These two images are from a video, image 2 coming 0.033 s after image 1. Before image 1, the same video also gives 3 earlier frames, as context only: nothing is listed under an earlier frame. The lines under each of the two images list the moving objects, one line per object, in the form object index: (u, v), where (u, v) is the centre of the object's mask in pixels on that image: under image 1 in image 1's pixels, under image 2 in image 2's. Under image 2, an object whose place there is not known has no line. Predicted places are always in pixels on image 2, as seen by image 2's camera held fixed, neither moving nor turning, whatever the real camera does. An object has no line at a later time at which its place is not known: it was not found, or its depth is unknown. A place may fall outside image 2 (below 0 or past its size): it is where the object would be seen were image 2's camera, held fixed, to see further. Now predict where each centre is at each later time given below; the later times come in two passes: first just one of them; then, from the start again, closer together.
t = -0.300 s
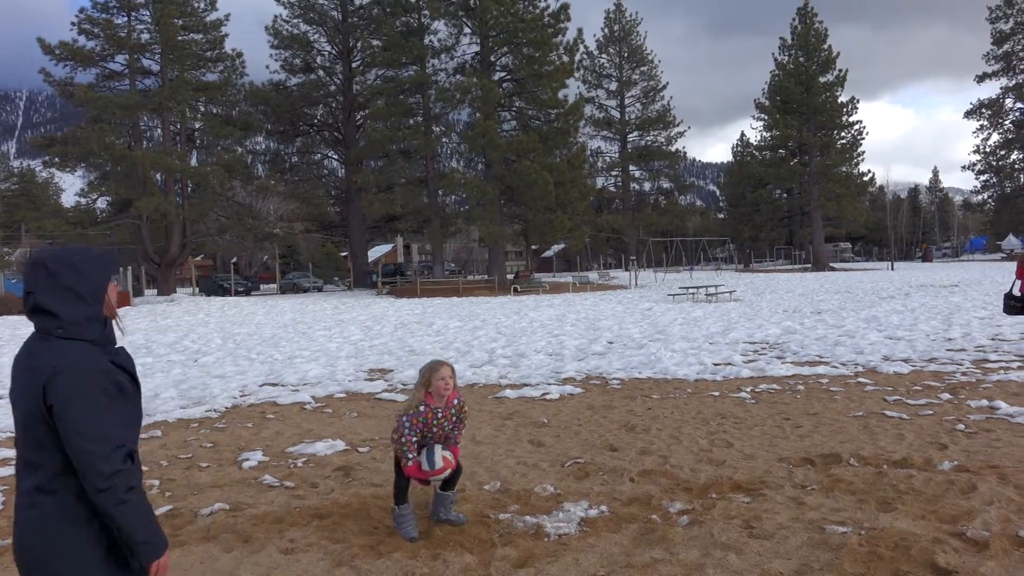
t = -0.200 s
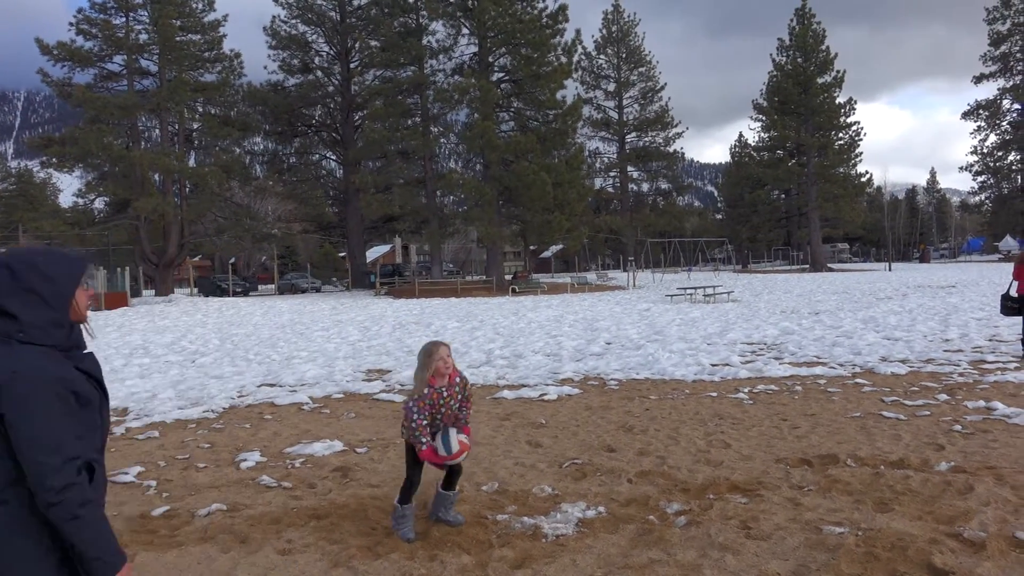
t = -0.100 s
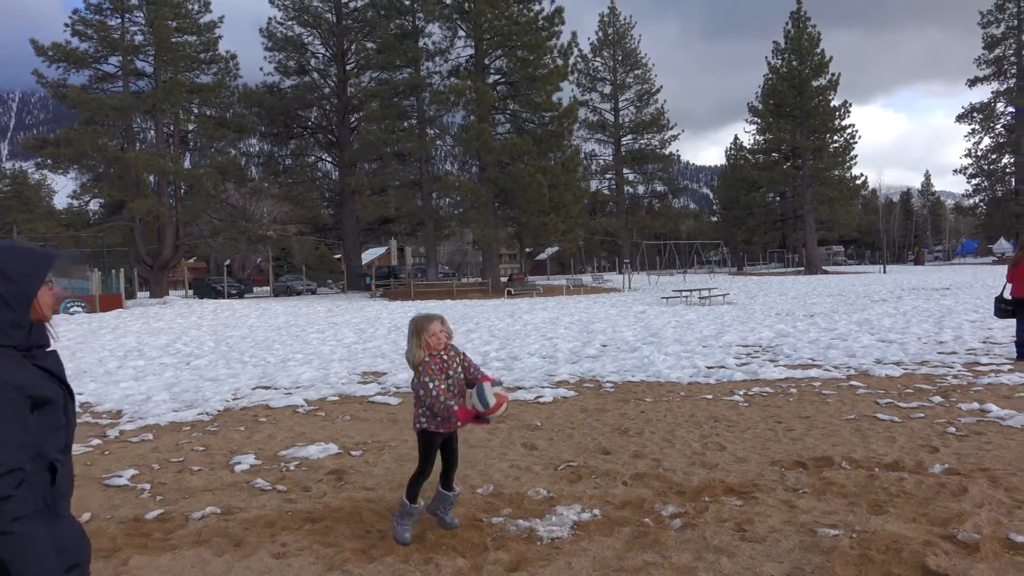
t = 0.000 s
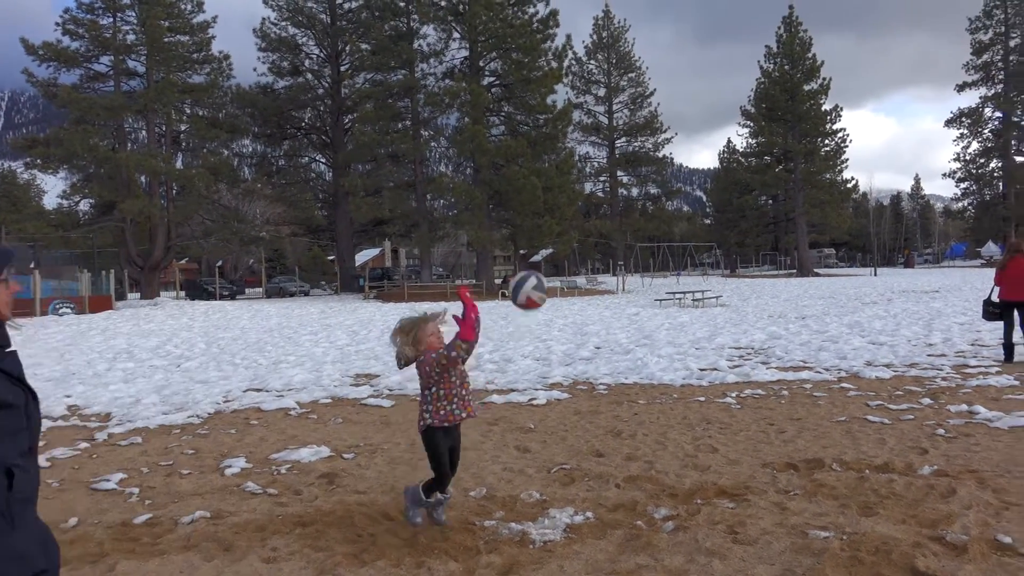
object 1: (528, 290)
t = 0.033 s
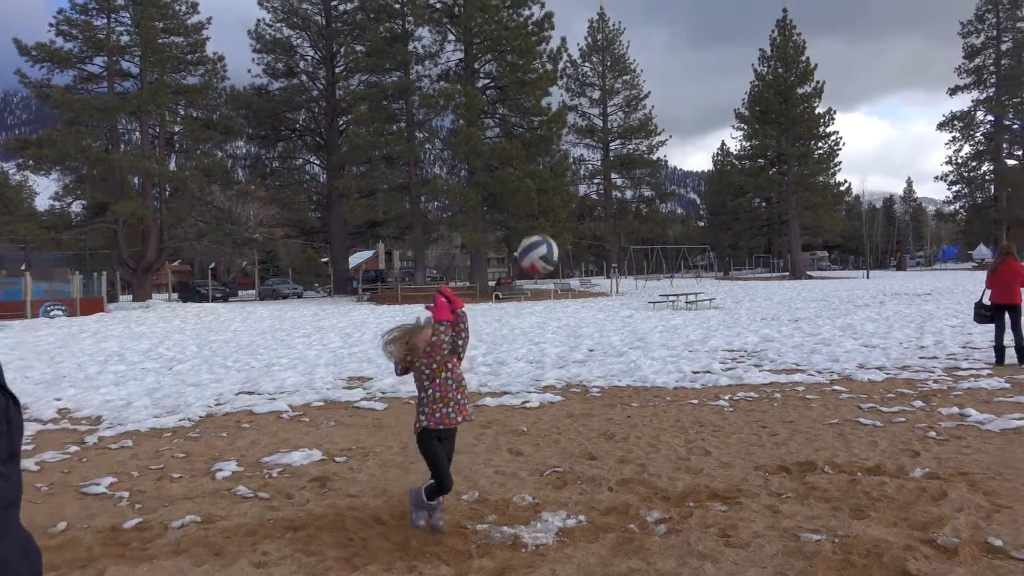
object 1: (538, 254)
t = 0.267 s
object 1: (668, 18)
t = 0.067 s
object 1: (554, 217)
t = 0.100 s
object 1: (571, 181)
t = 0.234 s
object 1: (647, 47)
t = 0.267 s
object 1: (668, 18)
